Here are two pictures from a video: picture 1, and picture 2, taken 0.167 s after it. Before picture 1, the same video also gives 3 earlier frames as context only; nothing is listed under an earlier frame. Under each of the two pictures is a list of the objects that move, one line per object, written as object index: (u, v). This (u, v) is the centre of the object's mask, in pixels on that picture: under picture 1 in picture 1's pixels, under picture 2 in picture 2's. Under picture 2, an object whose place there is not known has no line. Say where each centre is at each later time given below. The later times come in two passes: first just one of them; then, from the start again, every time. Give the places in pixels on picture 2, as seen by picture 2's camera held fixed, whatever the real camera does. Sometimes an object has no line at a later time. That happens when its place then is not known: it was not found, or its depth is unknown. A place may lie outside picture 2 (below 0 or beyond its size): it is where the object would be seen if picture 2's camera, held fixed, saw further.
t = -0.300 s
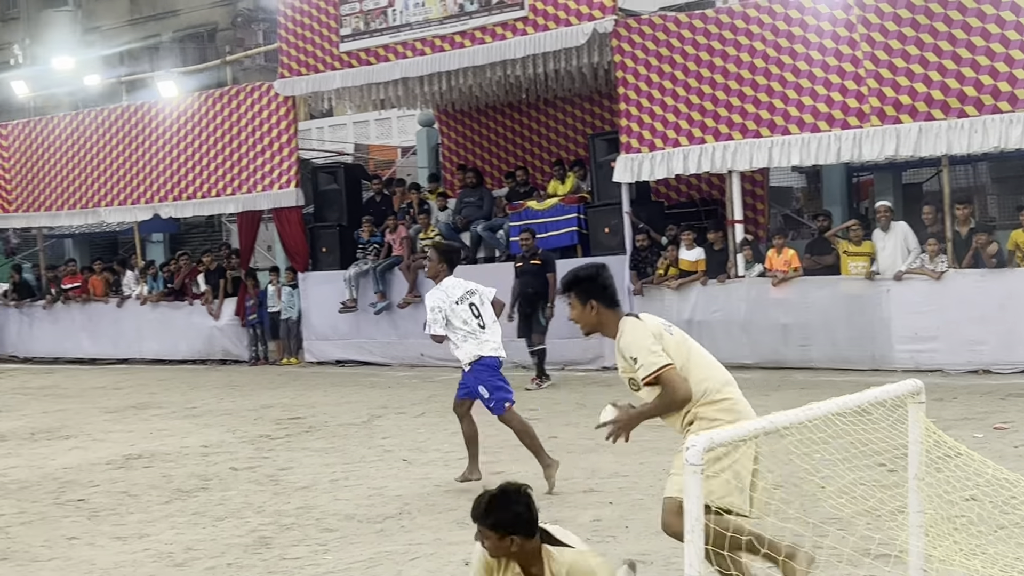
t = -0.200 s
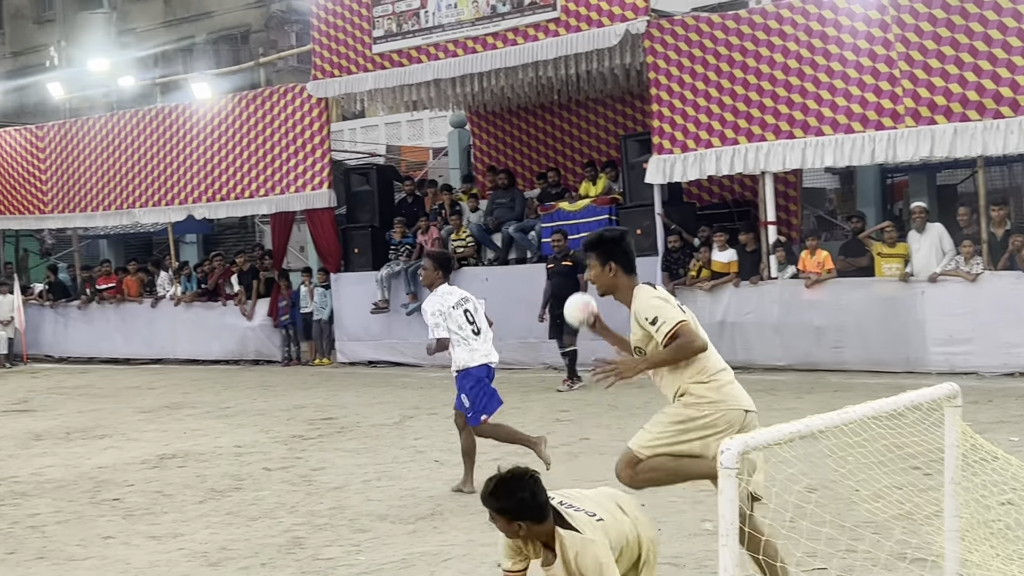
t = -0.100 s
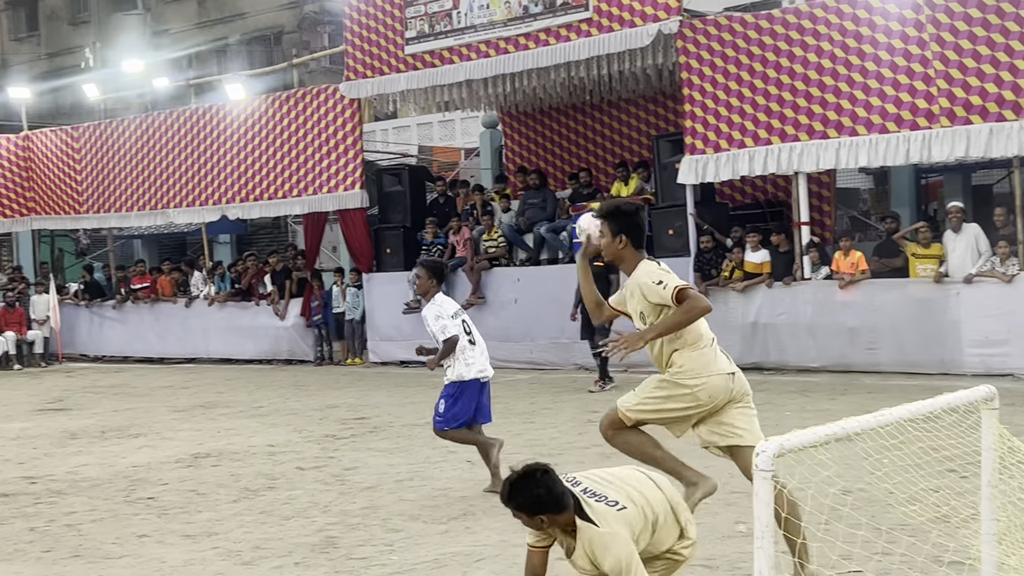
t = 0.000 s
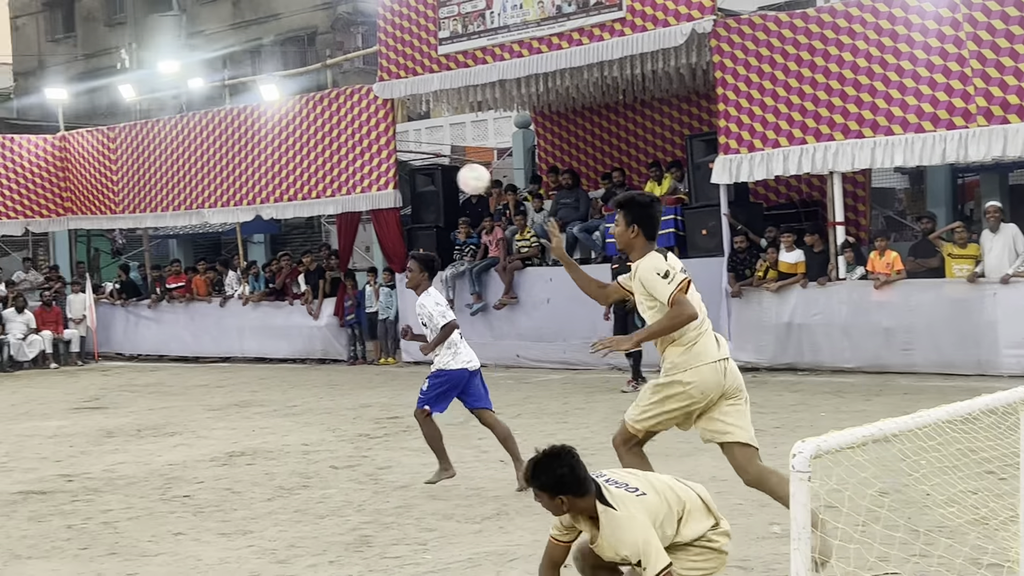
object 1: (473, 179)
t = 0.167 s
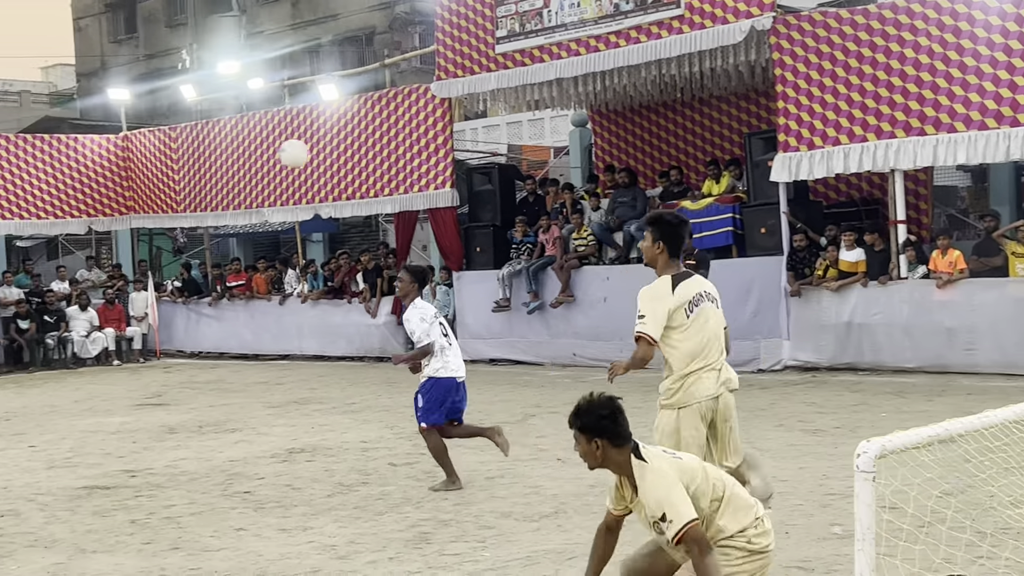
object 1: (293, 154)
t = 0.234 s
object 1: (215, 159)
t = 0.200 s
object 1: (253, 155)
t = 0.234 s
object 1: (215, 159)
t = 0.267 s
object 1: (177, 165)
